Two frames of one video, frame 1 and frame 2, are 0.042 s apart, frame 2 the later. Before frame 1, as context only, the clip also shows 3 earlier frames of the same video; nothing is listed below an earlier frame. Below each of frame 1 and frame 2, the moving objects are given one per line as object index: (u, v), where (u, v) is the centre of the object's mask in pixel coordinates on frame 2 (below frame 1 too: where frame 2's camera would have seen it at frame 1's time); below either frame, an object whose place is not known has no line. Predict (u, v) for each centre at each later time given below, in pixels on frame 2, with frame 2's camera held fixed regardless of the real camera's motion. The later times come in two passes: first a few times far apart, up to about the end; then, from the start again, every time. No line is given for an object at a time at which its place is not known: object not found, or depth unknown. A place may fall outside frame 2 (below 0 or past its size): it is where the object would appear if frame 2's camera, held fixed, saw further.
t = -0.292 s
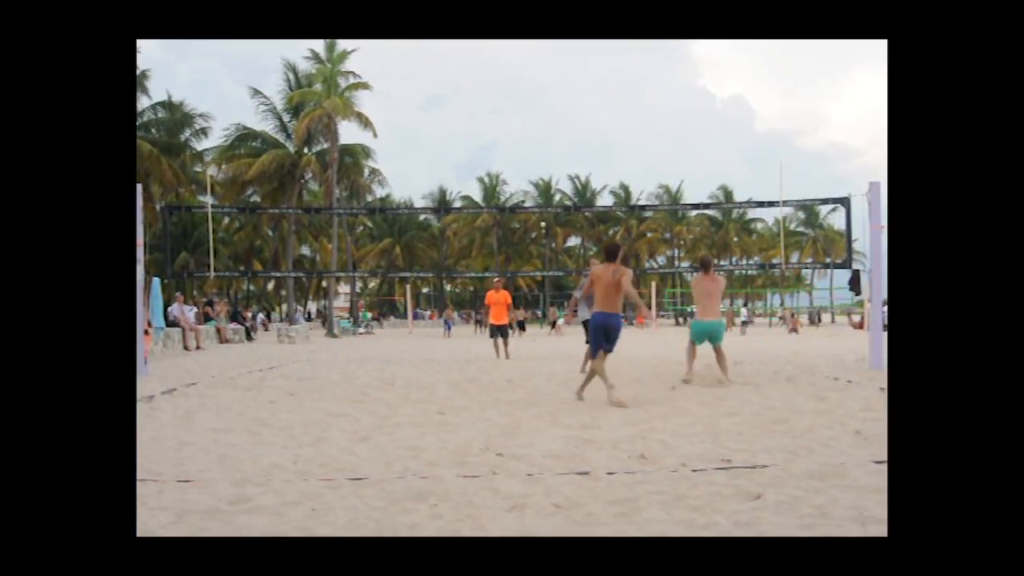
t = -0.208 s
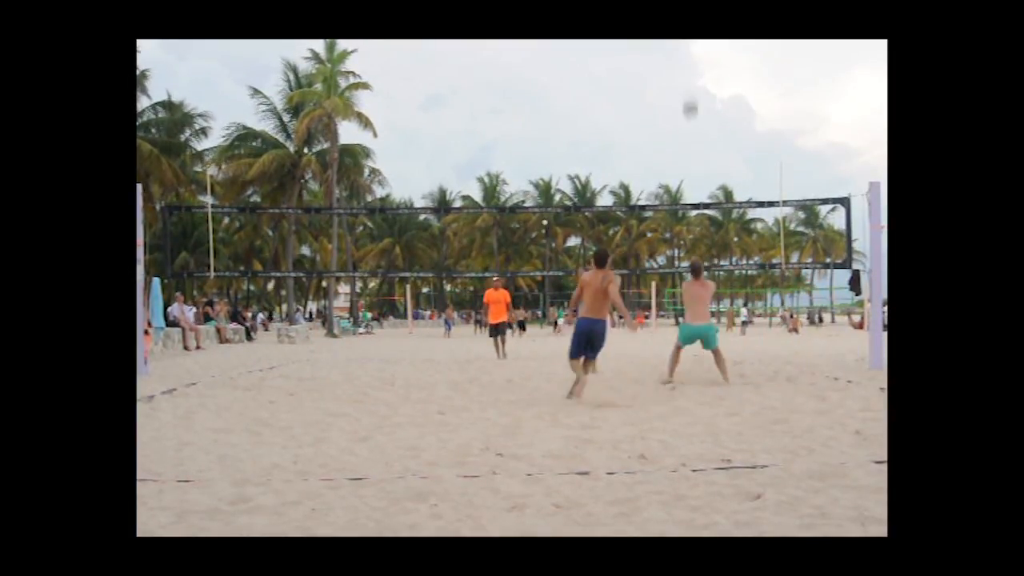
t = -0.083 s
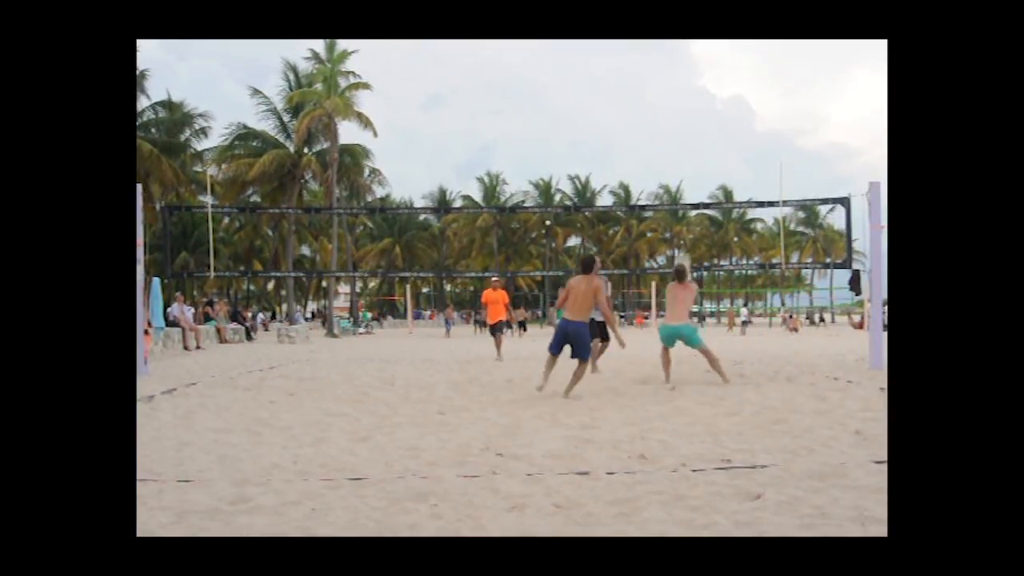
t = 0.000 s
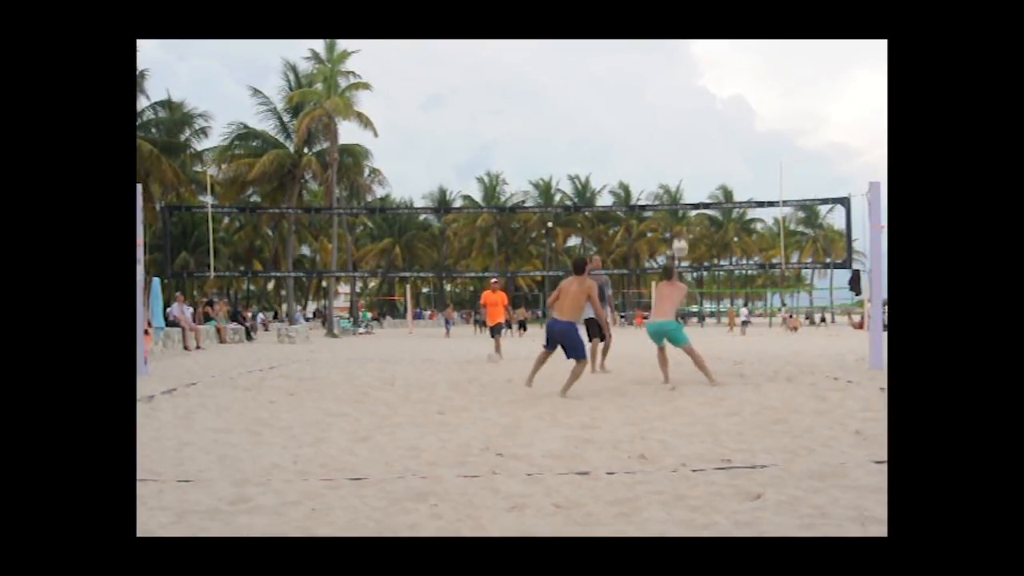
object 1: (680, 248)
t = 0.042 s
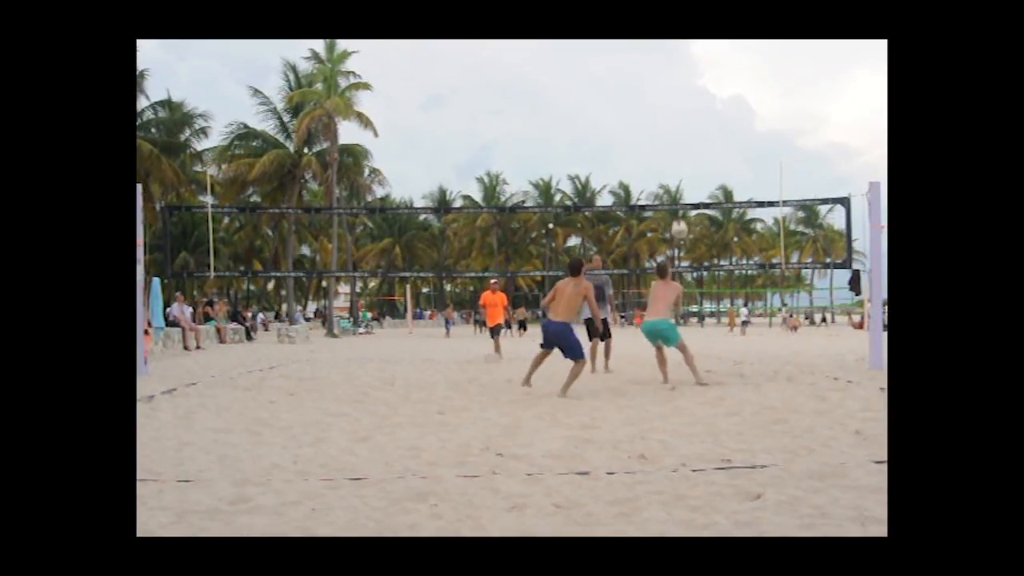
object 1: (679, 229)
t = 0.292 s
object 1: (675, 143)
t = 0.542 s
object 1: (671, 99)
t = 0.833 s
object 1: (669, 109)
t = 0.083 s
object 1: (678, 211)
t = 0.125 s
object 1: (674, 195)
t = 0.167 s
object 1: (677, 182)
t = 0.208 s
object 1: (676, 168)
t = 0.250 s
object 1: (676, 155)
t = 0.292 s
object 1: (675, 143)
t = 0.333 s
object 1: (674, 132)
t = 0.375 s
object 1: (673, 124)
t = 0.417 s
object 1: (673, 116)
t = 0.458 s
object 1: (672, 109)
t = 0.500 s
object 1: (672, 103)
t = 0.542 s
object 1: (671, 99)
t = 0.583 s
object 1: (671, 97)
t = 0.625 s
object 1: (670, 96)
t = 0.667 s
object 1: (670, 96)
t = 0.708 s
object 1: (670, 97)
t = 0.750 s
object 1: (669, 100)
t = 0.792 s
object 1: (669, 104)
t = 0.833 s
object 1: (669, 109)
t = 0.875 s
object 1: (668, 116)
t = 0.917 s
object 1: (668, 125)
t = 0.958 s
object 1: (668, 134)
